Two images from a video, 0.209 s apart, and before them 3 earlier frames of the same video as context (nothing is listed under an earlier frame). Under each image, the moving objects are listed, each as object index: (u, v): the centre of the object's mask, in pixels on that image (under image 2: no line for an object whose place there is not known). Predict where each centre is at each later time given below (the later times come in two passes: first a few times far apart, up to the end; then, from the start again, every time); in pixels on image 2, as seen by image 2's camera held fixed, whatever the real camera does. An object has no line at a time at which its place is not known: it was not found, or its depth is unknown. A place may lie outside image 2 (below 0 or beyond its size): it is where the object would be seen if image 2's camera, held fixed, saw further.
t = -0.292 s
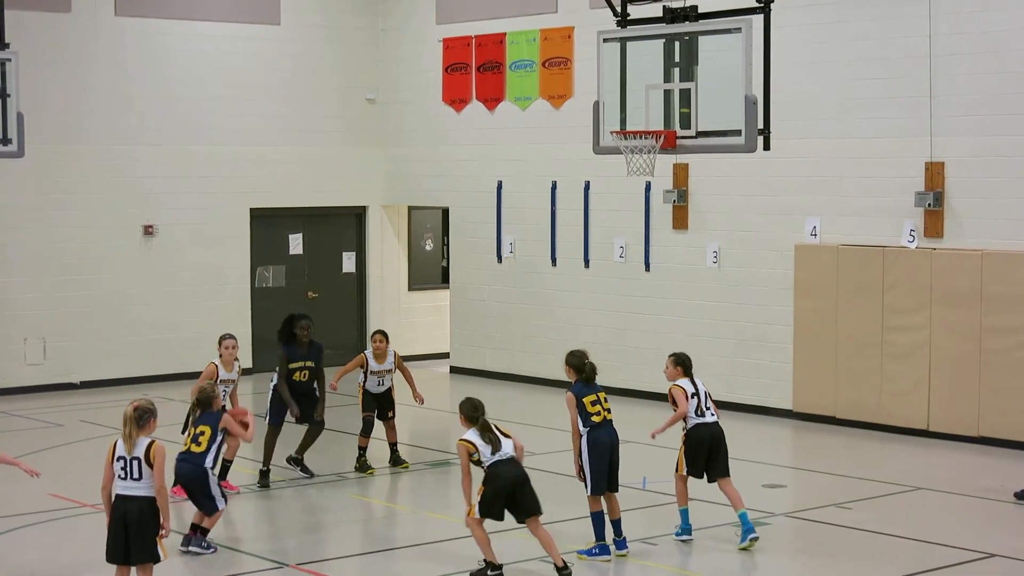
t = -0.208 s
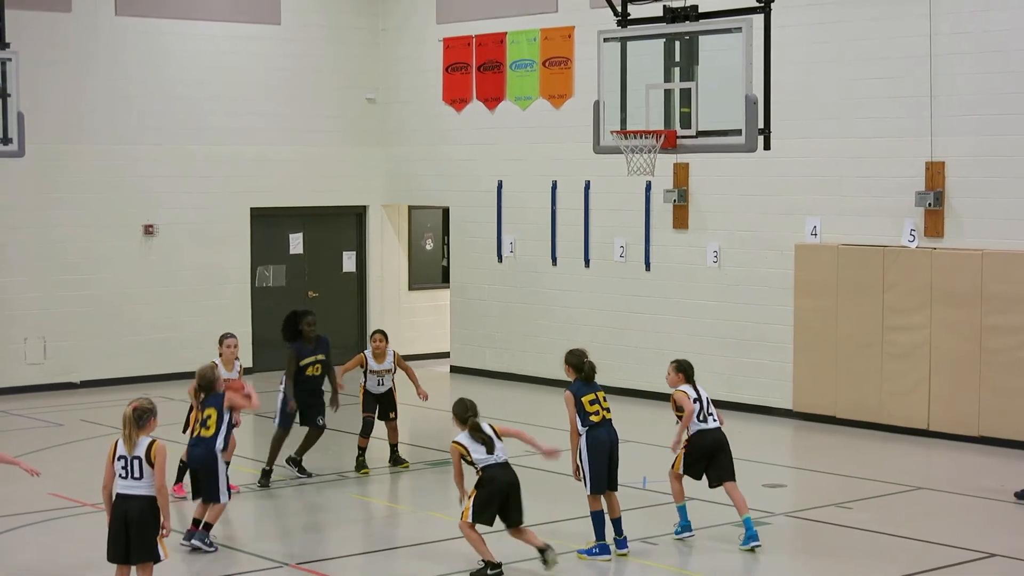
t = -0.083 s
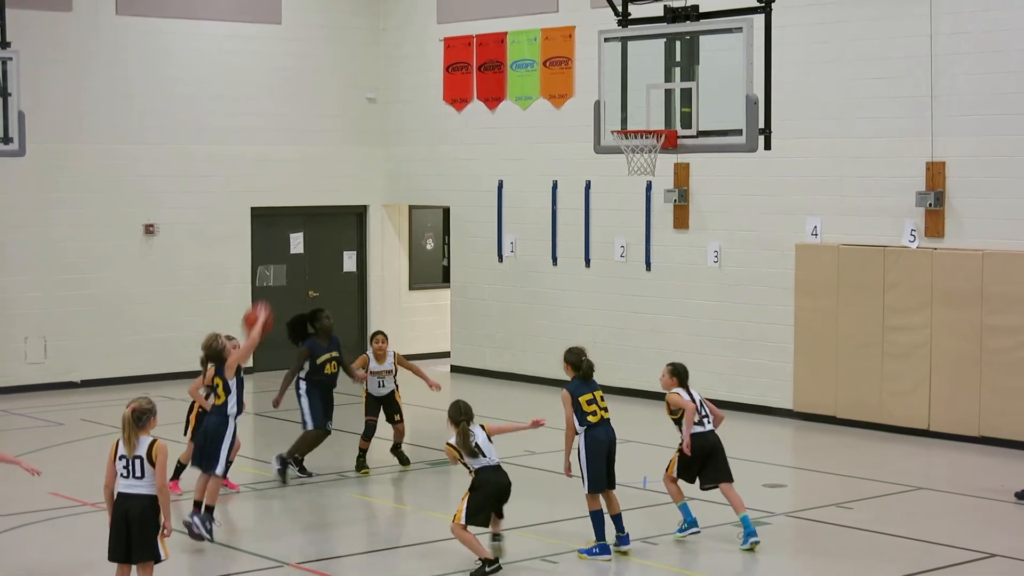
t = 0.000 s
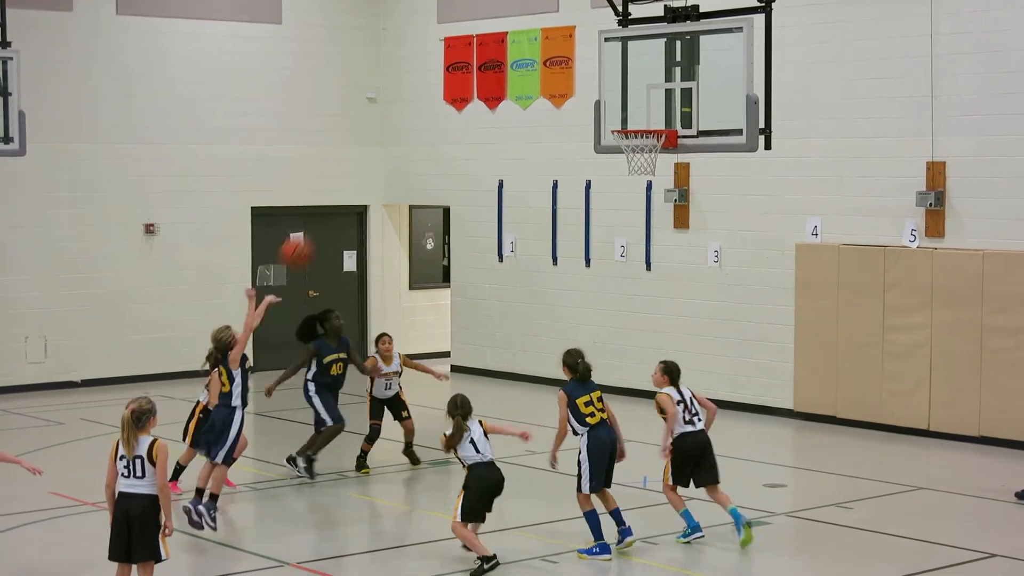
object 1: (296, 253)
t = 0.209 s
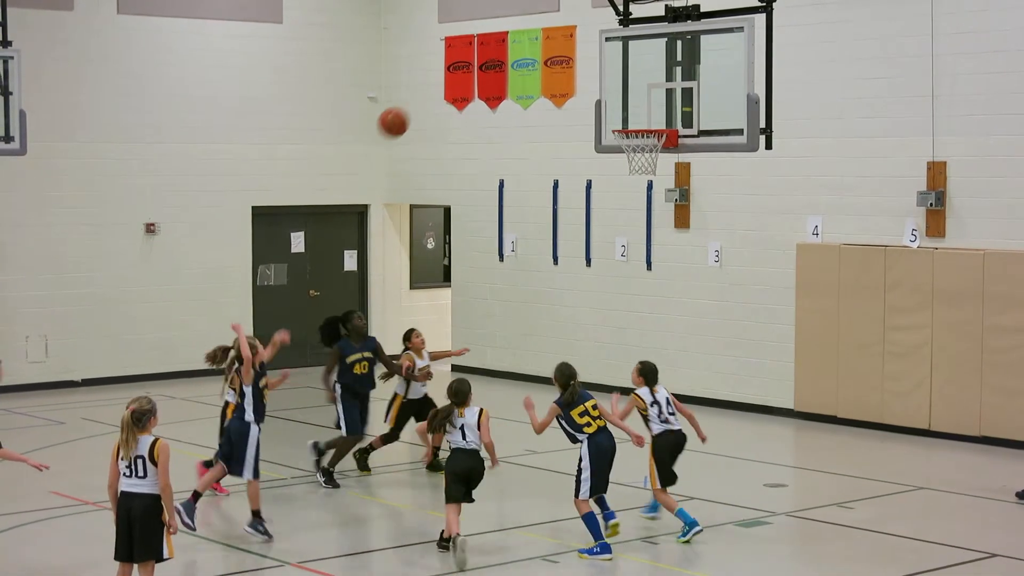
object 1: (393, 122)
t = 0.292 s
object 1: (429, 88)
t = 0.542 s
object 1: (531, 41)
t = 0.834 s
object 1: (637, 81)
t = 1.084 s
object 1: (657, 106)
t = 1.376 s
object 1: (607, 152)
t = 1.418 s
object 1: (599, 167)
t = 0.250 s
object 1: (411, 104)
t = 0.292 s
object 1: (429, 88)
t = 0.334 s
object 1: (447, 74)
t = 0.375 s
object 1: (464, 63)
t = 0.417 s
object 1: (481, 54)
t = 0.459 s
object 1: (498, 47)
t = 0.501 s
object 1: (514, 44)
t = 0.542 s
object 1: (531, 41)
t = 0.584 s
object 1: (547, 41)
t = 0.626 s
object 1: (562, 43)
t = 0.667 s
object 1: (578, 46)
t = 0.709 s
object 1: (593, 52)
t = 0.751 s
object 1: (608, 60)
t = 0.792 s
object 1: (622, 70)
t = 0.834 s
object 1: (637, 81)
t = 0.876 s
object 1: (651, 95)
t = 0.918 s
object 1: (666, 110)
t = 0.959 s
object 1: (676, 117)
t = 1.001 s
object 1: (671, 111)
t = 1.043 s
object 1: (664, 108)
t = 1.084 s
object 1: (657, 106)
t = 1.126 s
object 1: (651, 107)
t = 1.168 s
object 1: (644, 109)
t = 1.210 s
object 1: (636, 113)
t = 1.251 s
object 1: (629, 119)
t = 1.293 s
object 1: (622, 128)
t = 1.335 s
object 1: (615, 139)
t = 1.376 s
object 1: (607, 152)
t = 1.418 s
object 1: (599, 167)
